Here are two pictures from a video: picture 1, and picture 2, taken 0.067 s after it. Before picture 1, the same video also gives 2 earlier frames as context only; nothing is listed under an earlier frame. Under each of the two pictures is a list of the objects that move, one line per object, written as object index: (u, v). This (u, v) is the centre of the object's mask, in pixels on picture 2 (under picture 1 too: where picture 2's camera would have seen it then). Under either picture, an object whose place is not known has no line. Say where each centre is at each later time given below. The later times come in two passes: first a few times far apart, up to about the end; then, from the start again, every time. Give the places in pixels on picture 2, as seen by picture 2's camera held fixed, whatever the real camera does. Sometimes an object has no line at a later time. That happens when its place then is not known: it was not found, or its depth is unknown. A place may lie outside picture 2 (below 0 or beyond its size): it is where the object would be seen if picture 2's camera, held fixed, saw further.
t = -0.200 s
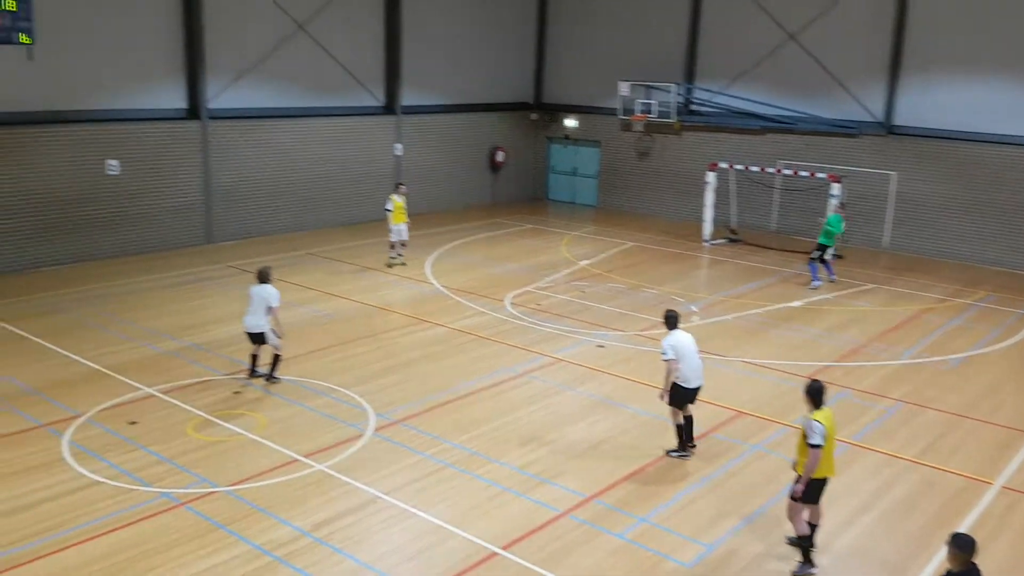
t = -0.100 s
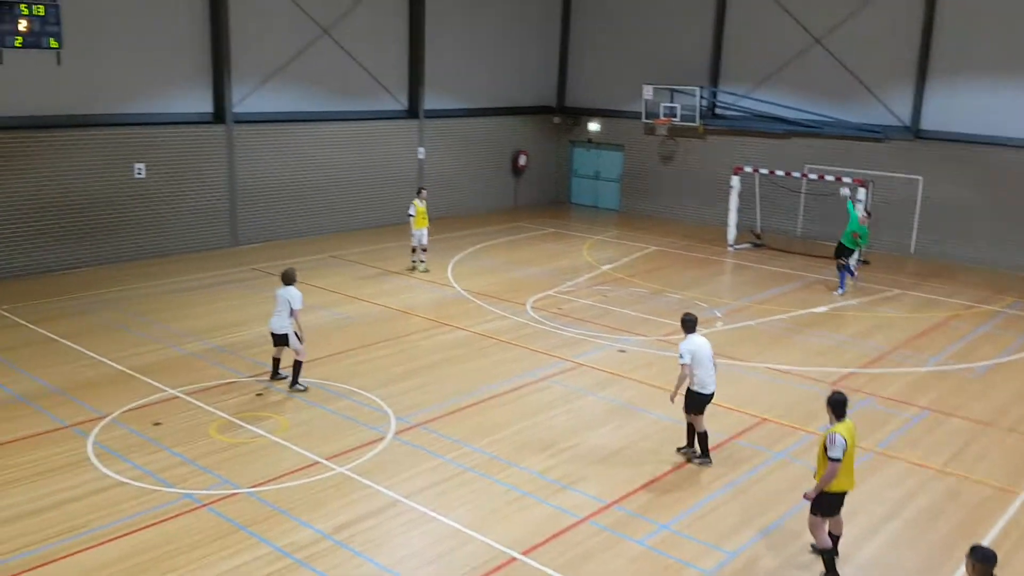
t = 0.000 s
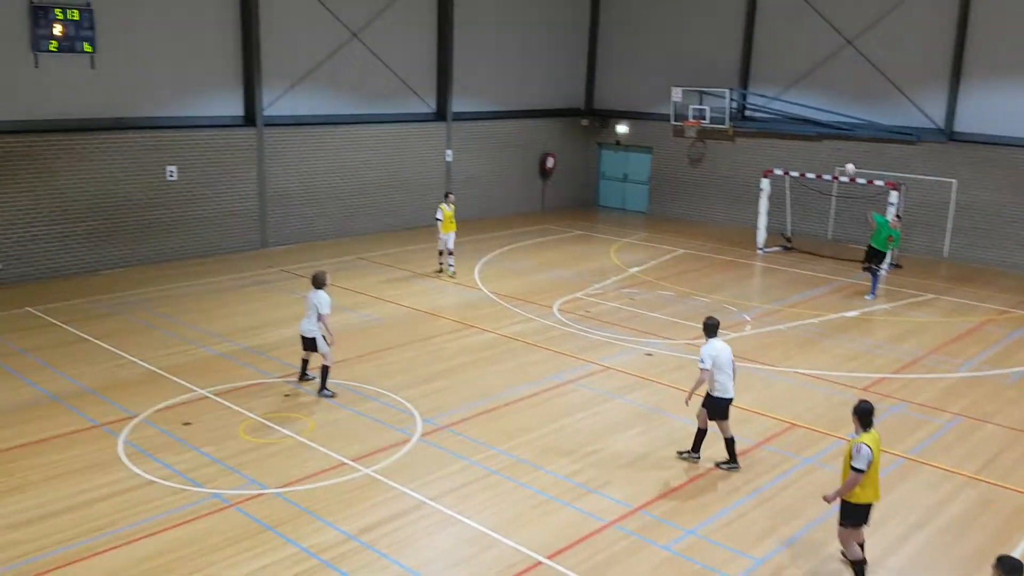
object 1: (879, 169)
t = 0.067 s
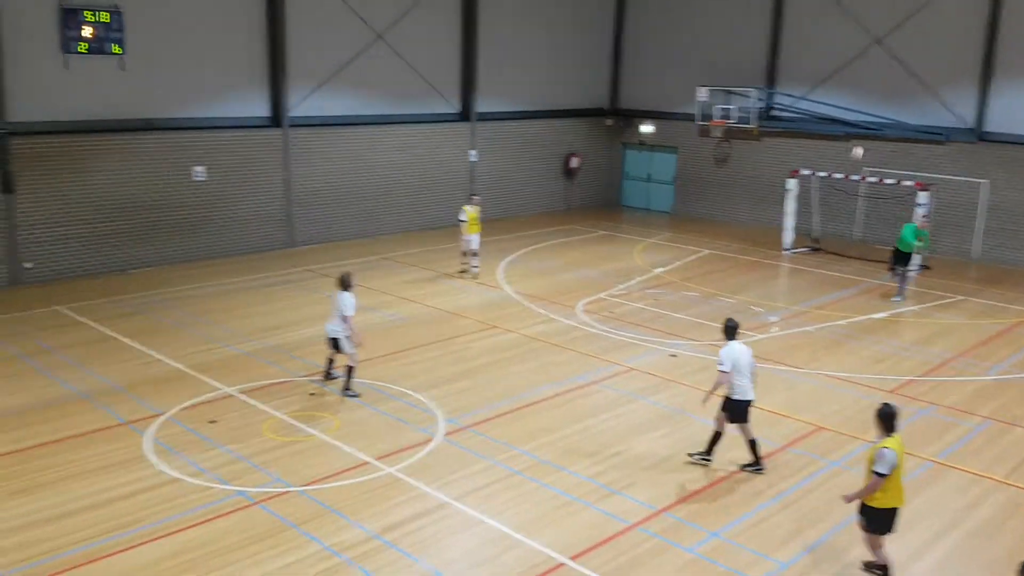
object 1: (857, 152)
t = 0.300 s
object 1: (764, 102)
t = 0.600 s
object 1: (587, 57)
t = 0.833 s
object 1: (378, 48)
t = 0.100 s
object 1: (846, 145)
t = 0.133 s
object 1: (834, 137)
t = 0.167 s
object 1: (821, 130)
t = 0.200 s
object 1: (808, 123)
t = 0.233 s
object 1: (793, 116)
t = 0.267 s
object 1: (779, 108)
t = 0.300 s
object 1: (764, 102)
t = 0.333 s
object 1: (748, 96)
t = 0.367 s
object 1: (730, 90)
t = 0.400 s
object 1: (713, 84)
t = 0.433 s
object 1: (695, 79)
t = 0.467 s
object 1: (675, 75)
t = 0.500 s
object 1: (654, 70)
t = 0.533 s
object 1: (633, 65)
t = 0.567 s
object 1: (611, 61)
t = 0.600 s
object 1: (587, 57)
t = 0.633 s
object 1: (562, 54)
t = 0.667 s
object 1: (536, 51)
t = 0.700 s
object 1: (508, 49)
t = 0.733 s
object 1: (478, 48)
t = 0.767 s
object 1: (447, 47)
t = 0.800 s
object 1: (414, 46)
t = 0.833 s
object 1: (378, 48)
